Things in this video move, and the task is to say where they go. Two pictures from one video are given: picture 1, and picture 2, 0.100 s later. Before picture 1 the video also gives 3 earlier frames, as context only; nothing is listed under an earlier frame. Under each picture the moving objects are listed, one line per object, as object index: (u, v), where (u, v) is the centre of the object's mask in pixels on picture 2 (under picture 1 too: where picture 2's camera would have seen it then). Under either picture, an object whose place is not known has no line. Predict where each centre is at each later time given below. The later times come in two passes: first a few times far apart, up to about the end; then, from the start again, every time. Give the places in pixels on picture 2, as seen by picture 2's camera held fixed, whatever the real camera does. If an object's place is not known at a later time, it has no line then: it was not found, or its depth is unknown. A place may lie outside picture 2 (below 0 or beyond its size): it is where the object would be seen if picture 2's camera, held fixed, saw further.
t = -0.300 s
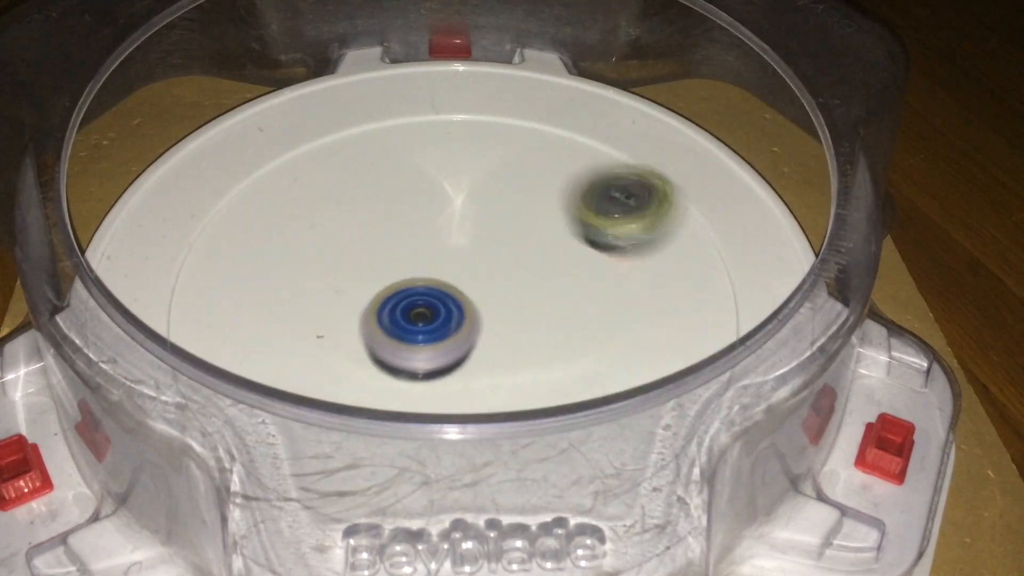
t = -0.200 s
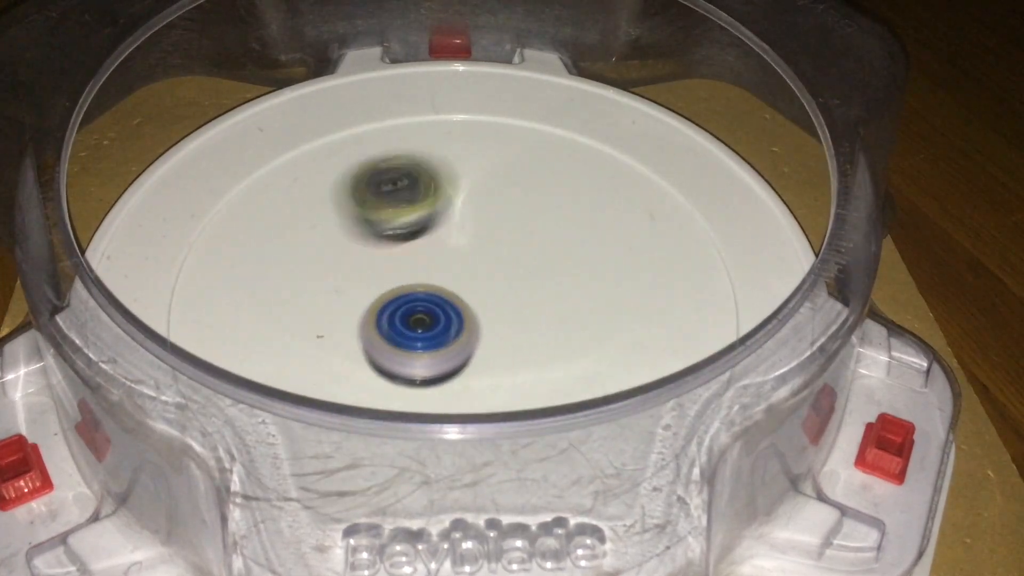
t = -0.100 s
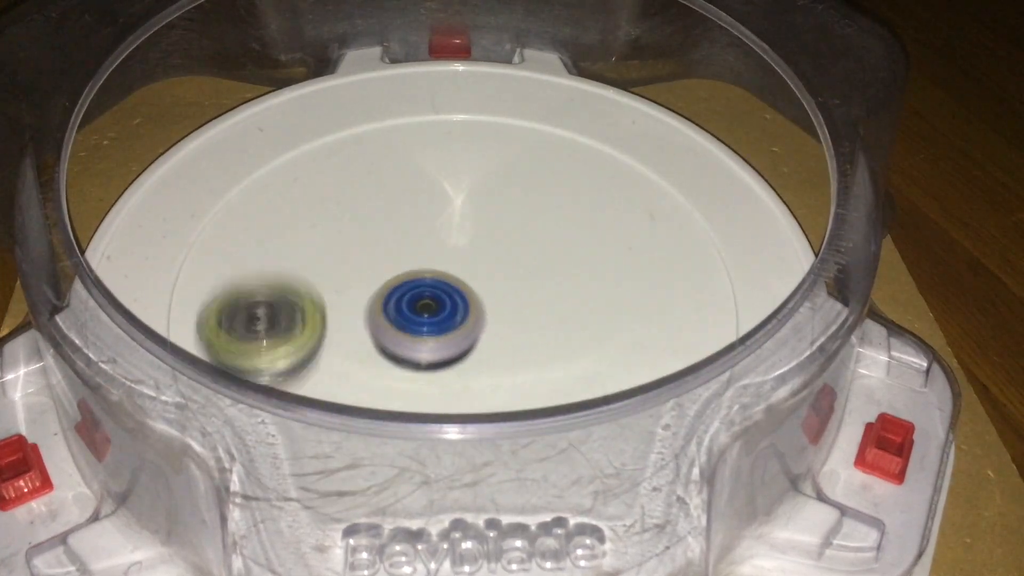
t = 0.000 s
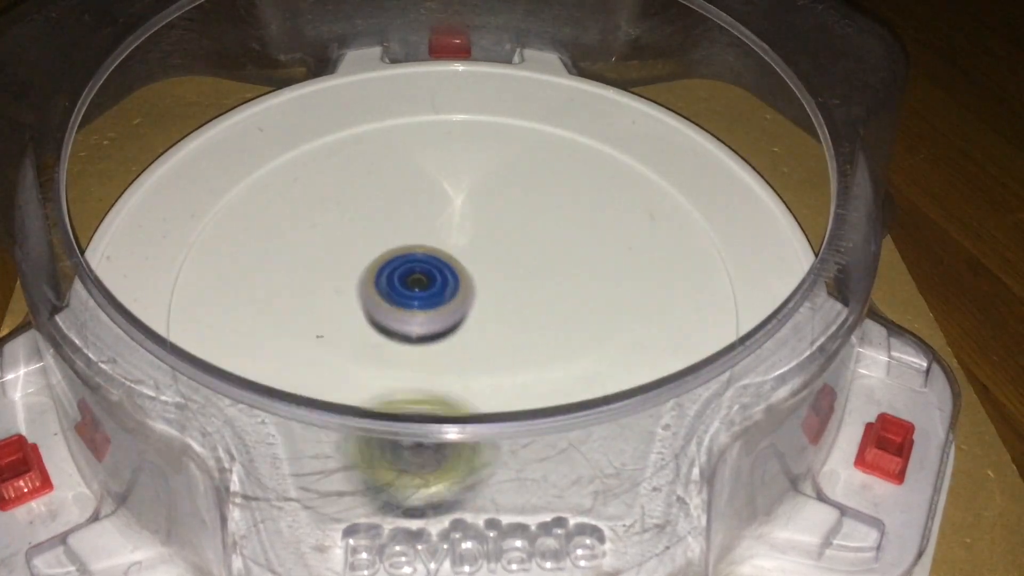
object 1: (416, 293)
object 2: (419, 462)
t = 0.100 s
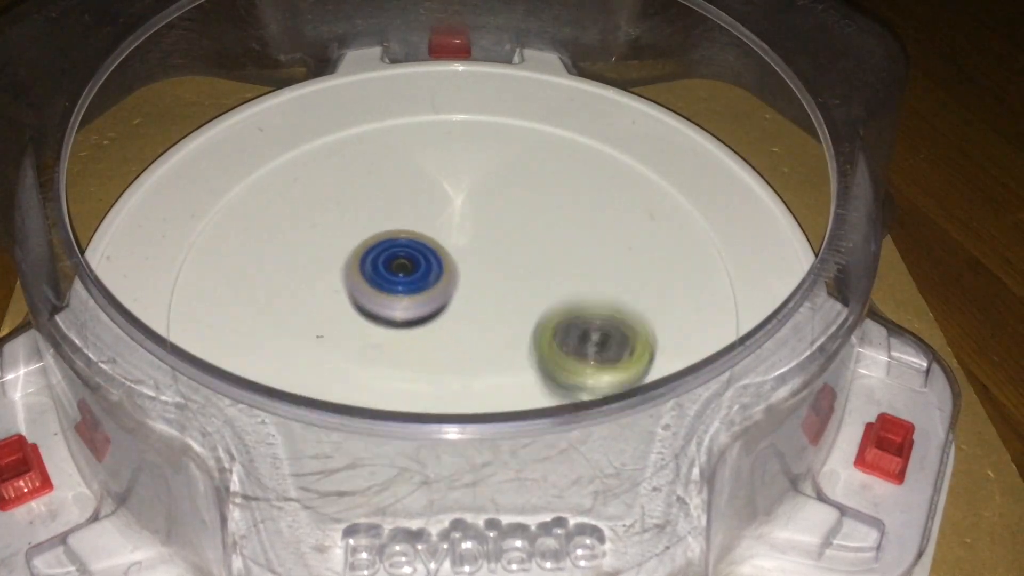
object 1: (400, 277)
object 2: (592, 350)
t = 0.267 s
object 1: (407, 276)
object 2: (416, 168)
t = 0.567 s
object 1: (462, 252)
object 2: (502, 369)
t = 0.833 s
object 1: (479, 288)
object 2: (419, 137)
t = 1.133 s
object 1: (461, 306)
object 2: (611, 362)
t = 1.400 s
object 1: (438, 316)
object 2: (355, 216)
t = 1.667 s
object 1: (401, 291)
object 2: (521, 397)
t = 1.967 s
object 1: (443, 264)
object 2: (312, 172)
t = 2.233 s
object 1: (454, 278)
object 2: (563, 349)
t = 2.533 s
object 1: (478, 287)
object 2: (370, 211)
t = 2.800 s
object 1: (445, 324)
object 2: (557, 403)
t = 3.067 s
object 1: (412, 288)
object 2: (372, 191)
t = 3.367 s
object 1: (433, 289)
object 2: (513, 358)
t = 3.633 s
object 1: (457, 257)
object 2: (444, 163)
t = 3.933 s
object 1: (473, 305)
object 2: (488, 405)
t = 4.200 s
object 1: (437, 305)
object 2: (479, 200)
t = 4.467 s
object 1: (421, 295)
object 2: (364, 371)
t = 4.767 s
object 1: (441, 272)
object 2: (495, 191)
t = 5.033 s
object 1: (466, 280)
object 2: (372, 353)
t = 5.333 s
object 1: (451, 303)
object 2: (530, 216)
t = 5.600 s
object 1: (442, 306)
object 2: (298, 336)
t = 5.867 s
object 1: (451, 272)
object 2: (494, 358)
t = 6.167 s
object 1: (422, 235)
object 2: (545, 253)
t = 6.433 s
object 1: (355, 230)
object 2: (506, 254)
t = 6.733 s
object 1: (310, 264)
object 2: (571, 295)
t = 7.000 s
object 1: (356, 300)
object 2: (500, 319)
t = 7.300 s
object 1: (294, 287)
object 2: (635, 335)
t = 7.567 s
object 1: (369, 294)
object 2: (512, 302)
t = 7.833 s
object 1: (401, 250)
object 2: (543, 348)
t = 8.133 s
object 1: (456, 243)
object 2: (497, 360)
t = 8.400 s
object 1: (458, 276)
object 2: (435, 378)
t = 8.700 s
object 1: (453, 298)
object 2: (345, 360)
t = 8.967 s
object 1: (483, 298)
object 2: (357, 308)
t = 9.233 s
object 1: (539, 304)
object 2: (405, 305)
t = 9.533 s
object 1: (539, 321)
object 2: (415, 333)
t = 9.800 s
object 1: (506, 318)
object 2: (390, 307)
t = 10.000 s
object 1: (502, 313)
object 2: (400, 271)
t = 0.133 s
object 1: (398, 276)
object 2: (593, 298)
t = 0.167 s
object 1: (396, 274)
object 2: (568, 250)
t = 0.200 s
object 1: (396, 275)
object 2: (527, 211)
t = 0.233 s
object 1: (400, 276)
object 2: (476, 184)
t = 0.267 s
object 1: (407, 276)
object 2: (416, 168)
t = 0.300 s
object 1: (416, 275)
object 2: (356, 166)
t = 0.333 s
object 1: (425, 272)
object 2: (297, 178)
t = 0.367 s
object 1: (435, 269)
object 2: (247, 205)
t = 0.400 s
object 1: (444, 265)
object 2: (221, 250)
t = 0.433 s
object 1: (450, 261)
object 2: (227, 304)
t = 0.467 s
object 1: (455, 257)
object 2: (272, 344)
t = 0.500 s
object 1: (458, 254)
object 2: (347, 371)
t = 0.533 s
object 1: (462, 252)
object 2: (428, 379)
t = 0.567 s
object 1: (462, 252)
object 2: (502, 369)
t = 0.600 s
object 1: (462, 253)
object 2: (560, 342)
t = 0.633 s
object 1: (462, 256)
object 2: (595, 298)
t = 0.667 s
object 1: (464, 261)
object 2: (608, 253)
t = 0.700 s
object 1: (465, 266)
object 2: (601, 210)
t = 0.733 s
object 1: (469, 272)
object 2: (574, 171)
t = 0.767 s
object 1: (471, 278)
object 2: (530, 144)
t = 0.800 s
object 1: (475, 283)
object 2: (477, 131)
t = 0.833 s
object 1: (479, 288)
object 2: (419, 137)
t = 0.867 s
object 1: (483, 292)
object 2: (365, 163)
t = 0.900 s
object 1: (486, 295)
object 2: (326, 202)
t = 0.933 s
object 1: (488, 296)
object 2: (309, 253)
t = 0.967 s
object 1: (488, 298)
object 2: (317, 306)
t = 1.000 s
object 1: (487, 299)
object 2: (353, 353)
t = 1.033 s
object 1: (484, 300)
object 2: (411, 377)
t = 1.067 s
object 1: (478, 301)
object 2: (482, 400)
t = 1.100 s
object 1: (470, 303)
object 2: (554, 397)
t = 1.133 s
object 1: (461, 306)
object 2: (611, 362)
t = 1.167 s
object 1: (452, 310)
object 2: (650, 334)
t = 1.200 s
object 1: (445, 315)
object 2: (661, 293)
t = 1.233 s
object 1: (442, 321)
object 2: (642, 251)
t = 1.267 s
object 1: (441, 323)
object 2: (600, 218)
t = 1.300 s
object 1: (442, 324)
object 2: (541, 198)
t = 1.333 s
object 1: (441, 323)
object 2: (477, 191)
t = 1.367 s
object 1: (440, 320)
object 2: (412, 199)
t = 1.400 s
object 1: (438, 316)
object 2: (355, 216)
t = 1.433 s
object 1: (433, 310)
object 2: (307, 247)
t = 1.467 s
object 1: (427, 305)
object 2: (274, 285)
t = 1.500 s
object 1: (422, 301)
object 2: (261, 329)
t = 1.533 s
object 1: (415, 298)
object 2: (276, 373)
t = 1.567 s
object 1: (409, 295)
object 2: (316, 427)
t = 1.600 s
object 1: (404, 292)
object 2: (387, 441)
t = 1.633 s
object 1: (402, 292)
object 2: (460, 442)
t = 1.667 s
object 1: (401, 291)
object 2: (521, 397)
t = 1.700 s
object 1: (402, 290)
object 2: (563, 358)
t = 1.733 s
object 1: (404, 290)
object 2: (576, 314)
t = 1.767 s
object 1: (410, 288)
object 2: (568, 269)
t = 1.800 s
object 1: (417, 285)
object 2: (545, 228)
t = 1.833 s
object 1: (423, 280)
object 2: (509, 195)
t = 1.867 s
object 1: (428, 276)
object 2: (465, 171)
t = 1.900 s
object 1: (434, 272)
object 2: (416, 159)
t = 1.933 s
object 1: (439, 268)
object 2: (363, 158)
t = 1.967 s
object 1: (443, 264)
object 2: (312, 172)
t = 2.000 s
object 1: (444, 260)
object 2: (274, 201)
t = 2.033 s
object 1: (445, 258)
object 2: (257, 245)
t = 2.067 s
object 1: (444, 256)
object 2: (269, 293)
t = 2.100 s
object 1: (443, 257)
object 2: (310, 338)
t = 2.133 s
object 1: (443, 261)
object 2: (373, 363)
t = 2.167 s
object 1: (444, 266)
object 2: (438, 371)
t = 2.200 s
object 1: (448, 272)
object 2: (505, 366)
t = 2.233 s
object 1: (454, 278)
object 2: (563, 349)
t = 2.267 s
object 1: (460, 282)
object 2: (603, 316)
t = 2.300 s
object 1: (467, 285)
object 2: (625, 277)
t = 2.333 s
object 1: (474, 288)
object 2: (628, 240)
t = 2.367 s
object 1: (481, 290)
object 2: (609, 204)
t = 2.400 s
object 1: (486, 290)
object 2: (573, 178)
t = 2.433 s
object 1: (488, 289)
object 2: (525, 166)
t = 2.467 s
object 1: (487, 288)
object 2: (468, 167)
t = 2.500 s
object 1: (484, 287)
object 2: (416, 183)
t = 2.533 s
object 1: (478, 287)
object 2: (370, 211)
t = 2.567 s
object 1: (472, 290)
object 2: (338, 248)
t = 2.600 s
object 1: (466, 292)
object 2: (320, 290)
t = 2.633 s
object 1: (457, 296)
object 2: (320, 334)
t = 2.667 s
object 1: (449, 301)
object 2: (344, 367)
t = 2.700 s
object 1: (443, 308)
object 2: (381, 406)
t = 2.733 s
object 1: (439, 315)
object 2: (437, 442)
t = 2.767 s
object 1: (440, 322)
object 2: (501, 442)
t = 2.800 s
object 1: (445, 324)
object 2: (557, 403)
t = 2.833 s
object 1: (449, 323)
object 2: (591, 362)
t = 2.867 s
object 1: (454, 319)
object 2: (605, 327)
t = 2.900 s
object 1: (456, 312)
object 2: (592, 287)
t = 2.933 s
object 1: (450, 304)
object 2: (562, 252)
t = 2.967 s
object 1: (441, 297)
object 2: (523, 224)
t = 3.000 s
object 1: (432, 292)
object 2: (475, 204)
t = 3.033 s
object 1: (421, 288)
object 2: (426, 193)
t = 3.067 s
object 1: (412, 288)
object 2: (372, 191)
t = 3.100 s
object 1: (406, 287)
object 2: (327, 199)
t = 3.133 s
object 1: (400, 288)
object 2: (283, 220)
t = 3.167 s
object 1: (398, 290)
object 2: (257, 252)
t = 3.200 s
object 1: (399, 293)
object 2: (250, 292)
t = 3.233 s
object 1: (403, 294)
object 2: (275, 333)
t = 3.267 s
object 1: (409, 294)
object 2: (324, 358)
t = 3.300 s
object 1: (416, 291)
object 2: (390, 373)
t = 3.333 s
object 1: (423, 290)
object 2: (453, 372)
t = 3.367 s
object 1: (433, 289)
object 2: (513, 358)
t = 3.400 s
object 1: (444, 286)
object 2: (554, 330)
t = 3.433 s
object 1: (452, 281)
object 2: (581, 296)
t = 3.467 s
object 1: (460, 275)
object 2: (592, 259)
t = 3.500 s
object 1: (462, 268)
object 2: (587, 224)
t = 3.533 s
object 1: (463, 263)
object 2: (569, 193)
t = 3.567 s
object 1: (462, 259)
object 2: (536, 171)
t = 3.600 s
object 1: (460, 257)
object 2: (492, 159)
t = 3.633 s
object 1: (457, 257)
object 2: (444, 163)
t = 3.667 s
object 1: (453, 259)
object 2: (397, 180)
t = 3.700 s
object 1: (451, 262)
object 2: (362, 209)
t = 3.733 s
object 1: (450, 267)
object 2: (337, 245)
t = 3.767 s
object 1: (451, 272)
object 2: (322, 283)
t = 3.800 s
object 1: (453, 281)
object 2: (322, 324)
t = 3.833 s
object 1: (457, 290)
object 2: (343, 358)
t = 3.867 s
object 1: (464, 297)
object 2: (384, 378)
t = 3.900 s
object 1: (469, 302)
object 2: (432, 405)
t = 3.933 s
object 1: (473, 305)
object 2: (488, 405)
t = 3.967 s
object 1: (477, 307)
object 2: (539, 379)
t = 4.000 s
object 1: (479, 309)
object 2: (577, 359)
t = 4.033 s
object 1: (474, 310)
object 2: (596, 328)
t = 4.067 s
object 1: (468, 309)
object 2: (603, 292)
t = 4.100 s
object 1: (463, 307)
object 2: (591, 258)
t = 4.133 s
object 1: (455, 306)
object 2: (564, 230)
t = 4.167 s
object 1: (447, 305)
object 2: (524, 209)
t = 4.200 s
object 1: (437, 305)
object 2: (479, 200)
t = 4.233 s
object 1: (431, 306)
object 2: (432, 199)
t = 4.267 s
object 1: (427, 305)
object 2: (387, 207)
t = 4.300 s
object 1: (423, 305)
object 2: (345, 225)
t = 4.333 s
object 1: (421, 304)
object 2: (314, 251)
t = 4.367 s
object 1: (420, 304)
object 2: (297, 284)
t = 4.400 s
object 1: (419, 301)
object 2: (299, 320)
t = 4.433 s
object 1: (420, 299)
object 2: (321, 352)
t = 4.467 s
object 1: (421, 295)
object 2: (364, 371)
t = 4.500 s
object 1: (421, 292)
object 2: (415, 378)
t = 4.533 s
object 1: (423, 289)
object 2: (473, 376)
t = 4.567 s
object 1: (426, 286)
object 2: (519, 364)
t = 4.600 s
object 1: (428, 280)
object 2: (552, 337)
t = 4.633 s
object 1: (429, 279)
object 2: (566, 302)
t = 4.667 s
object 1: (432, 276)
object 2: (567, 268)
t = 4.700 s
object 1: (435, 275)
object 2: (553, 236)
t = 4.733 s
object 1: (438, 273)
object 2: (529, 210)
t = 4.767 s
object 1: (441, 272)
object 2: (495, 191)
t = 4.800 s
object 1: (445, 272)
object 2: (454, 182)
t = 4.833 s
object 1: (449, 271)
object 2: (412, 184)
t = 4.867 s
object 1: (452, 271)
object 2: (374, 197)
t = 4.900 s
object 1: (455, 272)
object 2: (342, 221)
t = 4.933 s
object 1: (457, 273)
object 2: (325, 253)
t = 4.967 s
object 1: (460, 275)
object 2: (324, 289)
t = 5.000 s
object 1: (463, 278)
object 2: (340, 324)
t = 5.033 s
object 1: (466, 280)
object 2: (372, 353)
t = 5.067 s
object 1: (467, 282)
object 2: (419, 370)
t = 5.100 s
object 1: (468, 285)
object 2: (470, 373)
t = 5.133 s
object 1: (468, 287)
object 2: (519, 367)
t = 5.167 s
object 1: (469, 291)
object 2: (559, 352)
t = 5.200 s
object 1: (469, 294)
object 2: (583, 324)
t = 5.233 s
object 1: (467, 296)
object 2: (590, 291)
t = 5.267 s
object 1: (461, 298)
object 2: (583, 261)
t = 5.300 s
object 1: (456, 301)
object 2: (562, 235)
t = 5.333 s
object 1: (451, 303)
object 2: (530, 216)
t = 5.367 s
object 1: (446, 305)
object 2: (489, 207)
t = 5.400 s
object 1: (441, 307)
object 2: (446, 207)
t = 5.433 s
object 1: (438, 308)
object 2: (404, 216)
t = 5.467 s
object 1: (436, 309)
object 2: (367, 233)
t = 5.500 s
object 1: (434, 309)
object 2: (339, 256)
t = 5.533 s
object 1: (440, 311)
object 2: (312, 279)
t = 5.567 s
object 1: (443, 309)
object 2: (296, 306)
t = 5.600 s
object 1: (442, 306)
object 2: (298, 336)
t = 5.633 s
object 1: (442, 305)
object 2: (325, 356)
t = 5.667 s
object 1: (444, 302)
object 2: (369, 370)
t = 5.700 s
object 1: (445, 298)
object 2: (393, 371)
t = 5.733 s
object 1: (448, 292)
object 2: (413, 374)
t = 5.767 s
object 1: (451, 287)
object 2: (435, 374)
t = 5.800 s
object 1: (451, 282)
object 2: (457, 373)
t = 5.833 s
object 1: (451, 278)
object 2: (478, 368)
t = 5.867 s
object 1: (451, 272)
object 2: (494, 358)
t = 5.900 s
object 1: (450, 268)
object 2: (507, 346)
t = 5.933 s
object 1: (449, 264)
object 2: (517, 334)
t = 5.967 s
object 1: (447, 259)
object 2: (527, 322)
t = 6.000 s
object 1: (444, 256)
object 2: (534, 309)
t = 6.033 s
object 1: (440, 249)
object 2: (542, 298)
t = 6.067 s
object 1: (434, 243)
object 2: (549, 288)
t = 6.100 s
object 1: (429, 239)
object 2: (553, 277)
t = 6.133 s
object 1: (425, 237)
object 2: (552, 265)
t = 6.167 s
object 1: (422, 235)
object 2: (545, 253)
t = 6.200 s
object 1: (419, 232)
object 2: (534, 243)
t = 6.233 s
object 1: (411, 229)
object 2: (525, 237)
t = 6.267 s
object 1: (402, 228)
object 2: (518, 234)
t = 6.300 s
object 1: (396, 229)
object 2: (510, 232)
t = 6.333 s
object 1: (389, 230)
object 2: (504, 234)
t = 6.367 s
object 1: (383, 231)
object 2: (497, 238)
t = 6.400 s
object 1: (372, 231)
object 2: (497, 245)
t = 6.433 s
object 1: (355, 230)
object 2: (506, 254)
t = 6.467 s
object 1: (343, 232)
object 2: (515, 263)
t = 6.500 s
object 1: (335, 234)
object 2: (524, 271)
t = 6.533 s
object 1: (328, 237)
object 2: (533, 279)
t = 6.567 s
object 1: (321, 239)
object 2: (543, 285)
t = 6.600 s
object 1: (315, 243)
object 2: (554, 290)
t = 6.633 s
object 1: (311, 247)
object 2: (563, 293)
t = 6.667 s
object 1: (309, 253)
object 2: (569, 295)
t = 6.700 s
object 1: (309, 258)
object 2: (572, 295)
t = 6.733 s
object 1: (310, 264)
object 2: (571, 295)
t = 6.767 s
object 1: (314, 270)
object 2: (567, 295)
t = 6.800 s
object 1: (319, 277)
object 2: (562, 296)
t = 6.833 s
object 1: (326, 283)
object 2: (553, 296)
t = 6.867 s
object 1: (334, 289)
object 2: (541, 297)
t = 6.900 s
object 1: (343, 294)
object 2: (527, 299)
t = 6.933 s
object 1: (355, 299)
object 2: (511, 304)
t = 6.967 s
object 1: (365, 304)
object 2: (497, 310)
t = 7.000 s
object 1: (356, 300)
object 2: (500, 319)
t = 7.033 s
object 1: (327, 290)
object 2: (525, 331)
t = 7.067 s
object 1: (309, 283)
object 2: (548, 341)
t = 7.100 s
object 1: (300, 281)
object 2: (565, 346)
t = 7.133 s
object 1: (294, 282)
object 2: (580, 347)
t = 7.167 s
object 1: (290, 283)
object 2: (596, 348)
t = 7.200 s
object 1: (288, 284)
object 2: (608, 347)
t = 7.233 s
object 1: (288, 285)
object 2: (620, 345)
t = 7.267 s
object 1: (289, 286)
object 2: (630, 341)
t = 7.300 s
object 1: (294, 287)
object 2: (635, 335)
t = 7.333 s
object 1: (299, 288)
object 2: (631, 327)
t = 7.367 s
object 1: (307, 289)
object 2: (621, 319)
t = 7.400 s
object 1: (316, 289)
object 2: (606, 312)
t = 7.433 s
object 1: (325, 290)
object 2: (587, 309)
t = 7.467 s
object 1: (335, 291)
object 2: (568, 306)
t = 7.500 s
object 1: (345, 292)
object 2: (549, 304)
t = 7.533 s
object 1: (357, 293)
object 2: (531, 303)
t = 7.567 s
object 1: (369, 294)
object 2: (512, 302)
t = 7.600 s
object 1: (379, 294)
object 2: (498, 301)
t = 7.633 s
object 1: (374, 281)
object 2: (506, 310)
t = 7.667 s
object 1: (371, 266)
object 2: (516, 324)
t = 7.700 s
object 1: (372, 256)
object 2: (526, 336)
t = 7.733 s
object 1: (377, 252)
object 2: (532, 343)
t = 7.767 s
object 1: (384, 251)
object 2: (536, 346)
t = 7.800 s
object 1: (392, 251)
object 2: (540, 348)
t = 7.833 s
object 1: (401, 250)
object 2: (543, 348)
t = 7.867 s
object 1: (410, 252)
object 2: (544, 346)
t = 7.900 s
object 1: (420, 253)
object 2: (542, 344)
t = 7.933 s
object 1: (430, 255)
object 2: (538, 341)
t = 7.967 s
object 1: (438, 257)
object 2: (531, 336)
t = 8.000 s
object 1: (446, 260)
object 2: (522, 332)
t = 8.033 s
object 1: (451, 259)
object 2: (511, 331)
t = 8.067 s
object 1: (455, 252)
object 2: (505, 343)
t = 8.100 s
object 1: (456, 245)
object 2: (500, 353)
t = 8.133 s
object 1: (456, 243)
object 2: (497, 360)
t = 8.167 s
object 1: (455, 244)
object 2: (493, 366)
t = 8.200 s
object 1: (455, 246)
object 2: (486, 371)
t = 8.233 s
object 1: (458, 249)
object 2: (480, 376)
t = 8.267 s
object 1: (458, 255)
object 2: (471, 379)
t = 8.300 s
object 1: (459, 260)
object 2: (464, 380)
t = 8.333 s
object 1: (461, 265)
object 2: (454, 381)
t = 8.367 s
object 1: (460, 271)
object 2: (445, 379)
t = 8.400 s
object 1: (458, 276)
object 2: (435, 378)
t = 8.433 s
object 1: (456, 282)
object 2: (425, 377)
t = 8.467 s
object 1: (455, 286)
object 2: (414, 376)
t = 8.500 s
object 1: (451, 290)
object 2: (406, 374)
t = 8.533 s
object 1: (453, 293)
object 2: (390, 372)
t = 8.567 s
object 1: (458, 292)
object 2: (374, 371)
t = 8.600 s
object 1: (458, 294)
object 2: (359, 369)
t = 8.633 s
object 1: (457, 296)
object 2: (353, 368)
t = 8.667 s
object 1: (455, 296)
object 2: (348, 364)
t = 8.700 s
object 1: (453, 298)
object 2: (345, 360)
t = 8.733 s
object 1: (450, 302)
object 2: (342, 355)
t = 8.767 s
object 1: (447, 301)
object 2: (342, 348)
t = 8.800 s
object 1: (451, 302)
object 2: (340, 343)
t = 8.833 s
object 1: (456, 300)
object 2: (340, 334)
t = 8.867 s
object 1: (459, 300)
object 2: (344, 327)
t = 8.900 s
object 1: (465, 300)
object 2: (348, 319)
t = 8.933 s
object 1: (475, 299)
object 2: (351, 313)
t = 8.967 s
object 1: (483, 298)
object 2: (357, 308)
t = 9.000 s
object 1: (489, 297)
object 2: (366, 306)
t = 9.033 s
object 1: (495, 297)
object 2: (375, 307)
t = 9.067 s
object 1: (503, 297)
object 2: (380, 305)
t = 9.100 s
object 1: (515, 299)
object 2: (379, 302)
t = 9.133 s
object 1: (525, 300)
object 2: (380, 301)
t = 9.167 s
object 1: (530, 301)
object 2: (387, 300)
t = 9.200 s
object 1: (535, 303)
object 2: (396, 302)
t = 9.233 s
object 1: (539, 304)
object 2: (405, 305)
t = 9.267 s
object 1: (540, 304)
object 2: (412, 310)
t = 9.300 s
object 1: (541, 306)
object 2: (417, 315)
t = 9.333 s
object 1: (541, 307)
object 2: (421, 319)
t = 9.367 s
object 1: (542, 310)
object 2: (424, 324)
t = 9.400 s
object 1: (543, 314)
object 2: (424, 327)
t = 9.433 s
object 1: (539, 316)
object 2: (424, 329)
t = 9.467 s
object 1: (542, 318)
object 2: (420, 331)
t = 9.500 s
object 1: (543, 321)
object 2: (417, 332)
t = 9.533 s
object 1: (539, 321)
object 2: (415, 333)
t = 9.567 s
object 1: (538, 321)
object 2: (412, 333)
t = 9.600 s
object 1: (535, 323)
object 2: (408, 332)
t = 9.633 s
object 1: (530, 324)
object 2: (401, 329)
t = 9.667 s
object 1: (524, 323)
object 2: (395, 325)
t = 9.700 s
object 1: (519, 323)
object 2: (391, 320)
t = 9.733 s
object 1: (513, 322)
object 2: (391, 315)
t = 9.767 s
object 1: (509, 320)
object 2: (391, 312)
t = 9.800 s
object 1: (506, 318)
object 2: (390, 307)
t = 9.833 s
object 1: (504, 315)
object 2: (391, 301)
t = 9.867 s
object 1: (504, 315)
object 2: (391, 296)
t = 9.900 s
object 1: (503, 313)
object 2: (391, 289)
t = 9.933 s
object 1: (502, 312)
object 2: (395, 283)
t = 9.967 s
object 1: (505, 313)
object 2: (396, 276)
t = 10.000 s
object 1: (502, 313)
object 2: (400, 271)
